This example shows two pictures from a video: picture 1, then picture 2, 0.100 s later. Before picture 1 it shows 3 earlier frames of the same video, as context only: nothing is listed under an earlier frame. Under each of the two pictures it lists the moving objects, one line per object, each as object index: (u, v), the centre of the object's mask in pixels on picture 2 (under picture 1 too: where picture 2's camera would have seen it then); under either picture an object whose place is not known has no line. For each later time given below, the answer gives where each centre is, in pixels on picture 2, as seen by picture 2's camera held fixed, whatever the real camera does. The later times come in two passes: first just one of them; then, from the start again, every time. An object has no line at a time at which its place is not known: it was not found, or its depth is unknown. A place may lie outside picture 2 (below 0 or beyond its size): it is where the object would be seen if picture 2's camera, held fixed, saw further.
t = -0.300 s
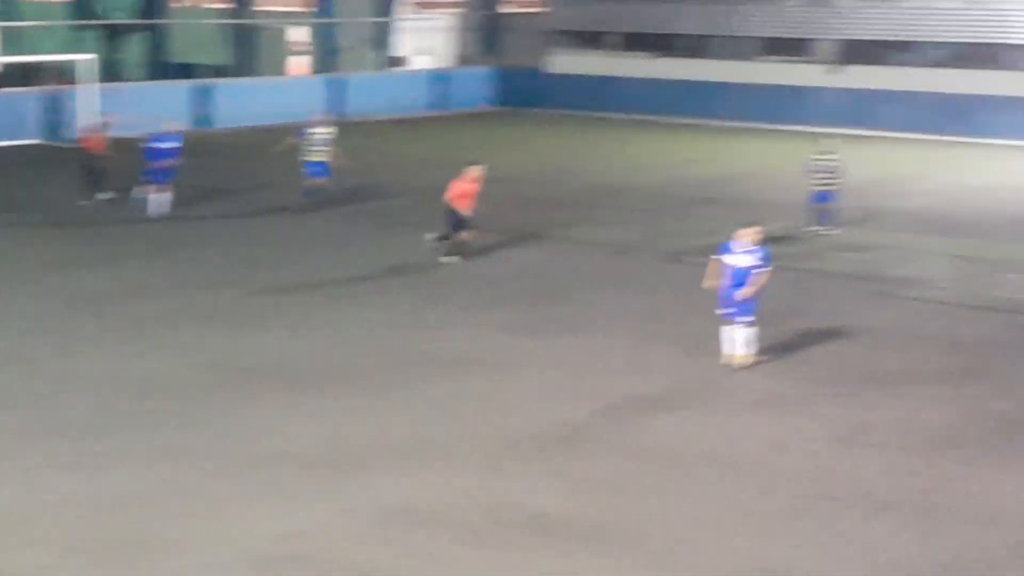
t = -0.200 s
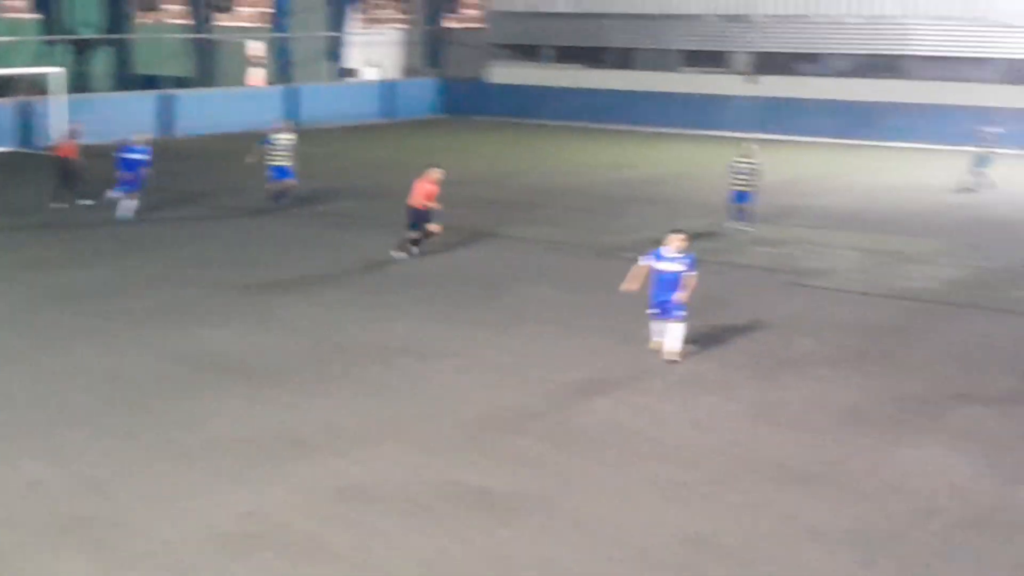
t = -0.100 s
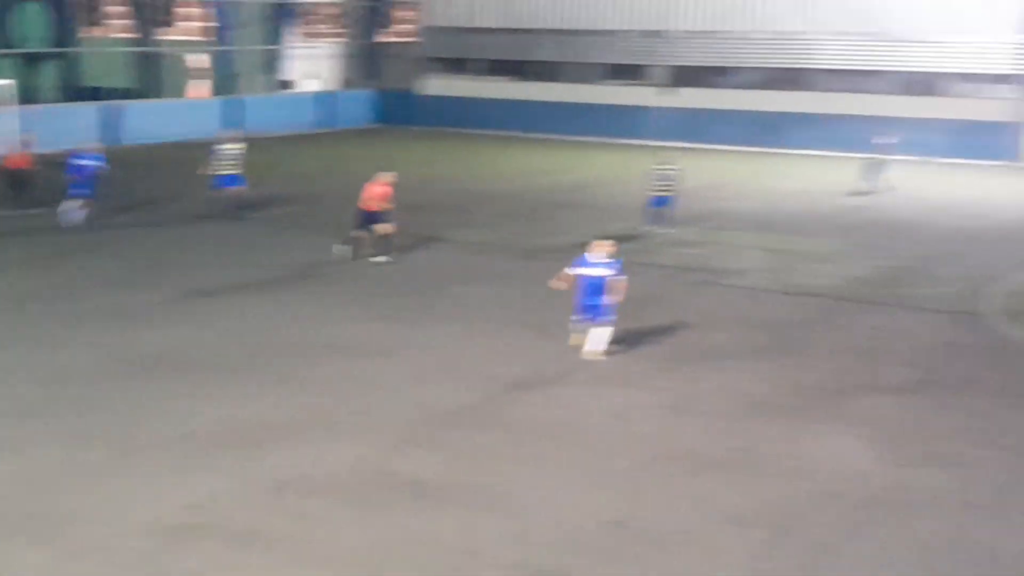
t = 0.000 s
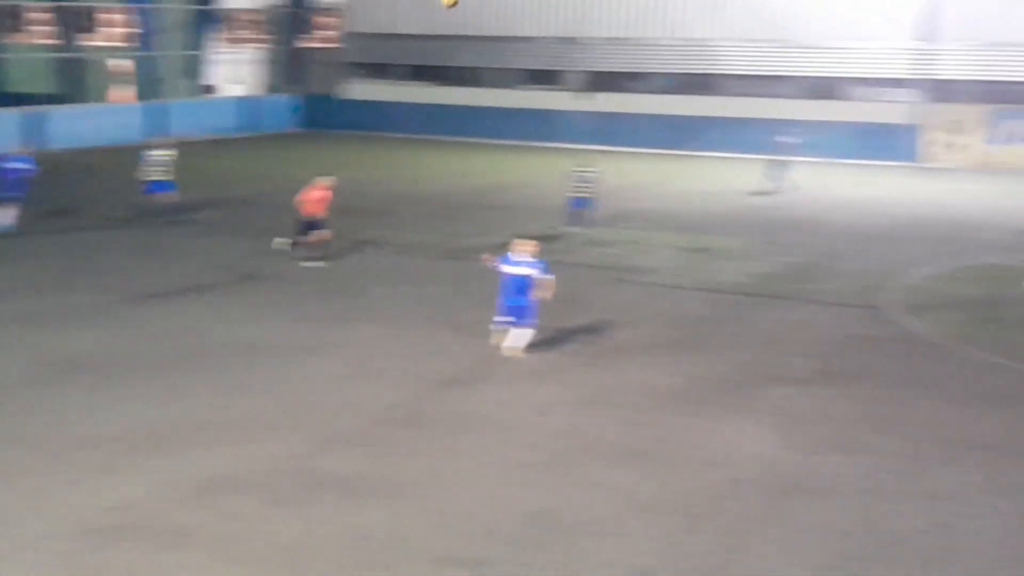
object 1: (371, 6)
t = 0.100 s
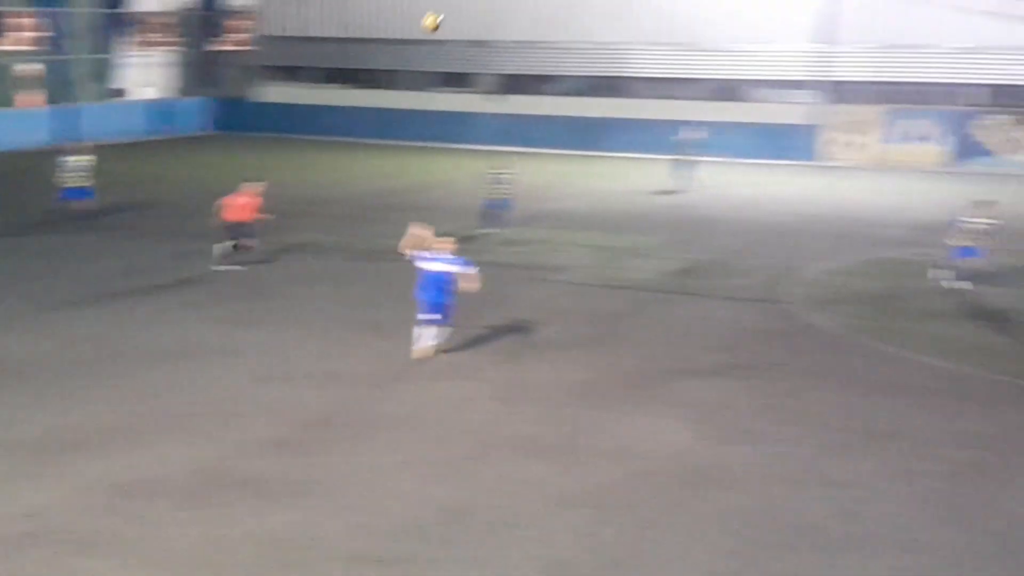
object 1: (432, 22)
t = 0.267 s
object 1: (549, 81)
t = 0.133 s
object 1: (454, 31)
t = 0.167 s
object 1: (474, 42)
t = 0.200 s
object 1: (498, 54)
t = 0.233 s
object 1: (523, 66)
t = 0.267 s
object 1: (549, 81)
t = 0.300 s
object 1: (578, 95)
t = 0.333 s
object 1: (606, 112)
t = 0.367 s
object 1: (635, 130)
